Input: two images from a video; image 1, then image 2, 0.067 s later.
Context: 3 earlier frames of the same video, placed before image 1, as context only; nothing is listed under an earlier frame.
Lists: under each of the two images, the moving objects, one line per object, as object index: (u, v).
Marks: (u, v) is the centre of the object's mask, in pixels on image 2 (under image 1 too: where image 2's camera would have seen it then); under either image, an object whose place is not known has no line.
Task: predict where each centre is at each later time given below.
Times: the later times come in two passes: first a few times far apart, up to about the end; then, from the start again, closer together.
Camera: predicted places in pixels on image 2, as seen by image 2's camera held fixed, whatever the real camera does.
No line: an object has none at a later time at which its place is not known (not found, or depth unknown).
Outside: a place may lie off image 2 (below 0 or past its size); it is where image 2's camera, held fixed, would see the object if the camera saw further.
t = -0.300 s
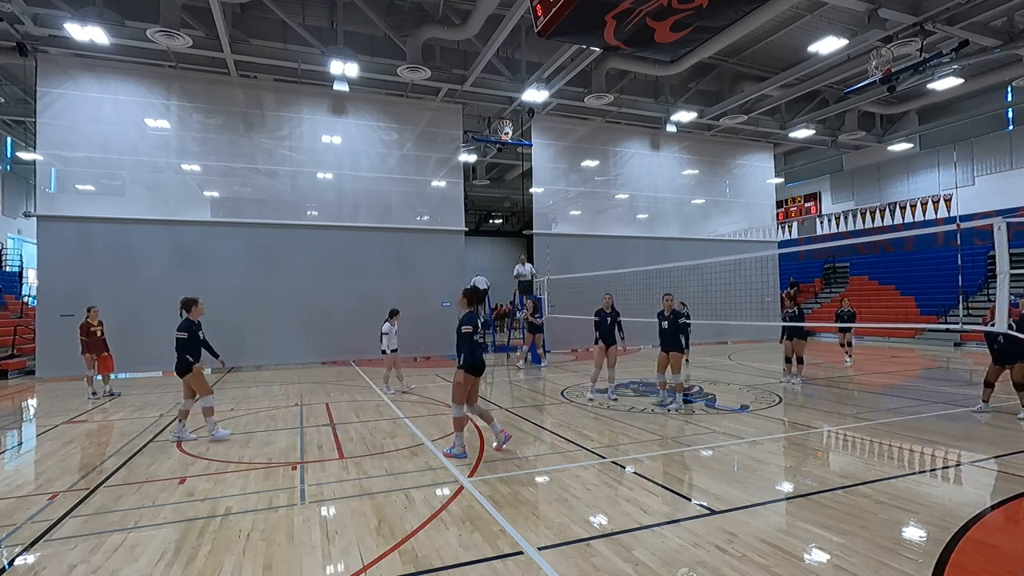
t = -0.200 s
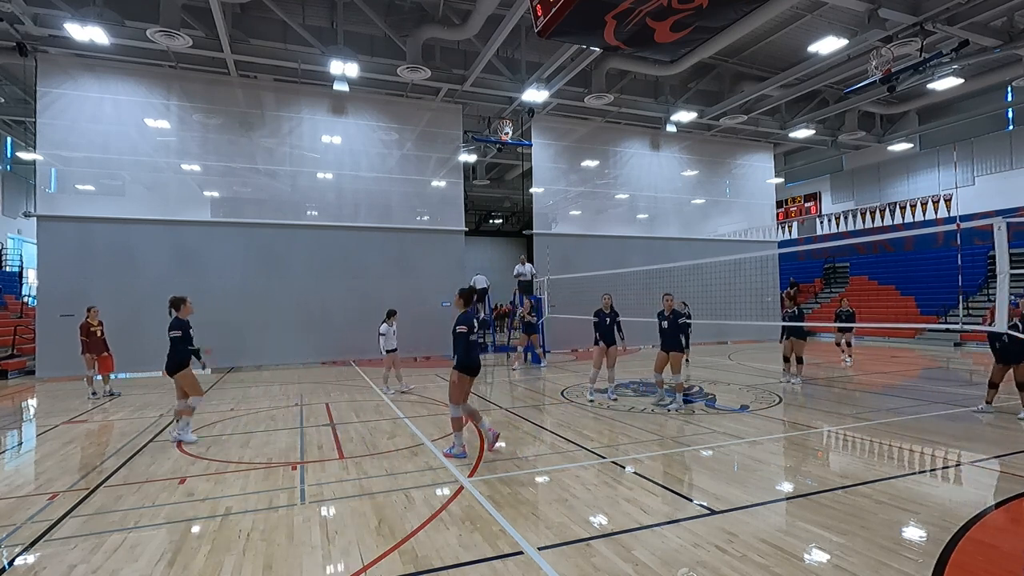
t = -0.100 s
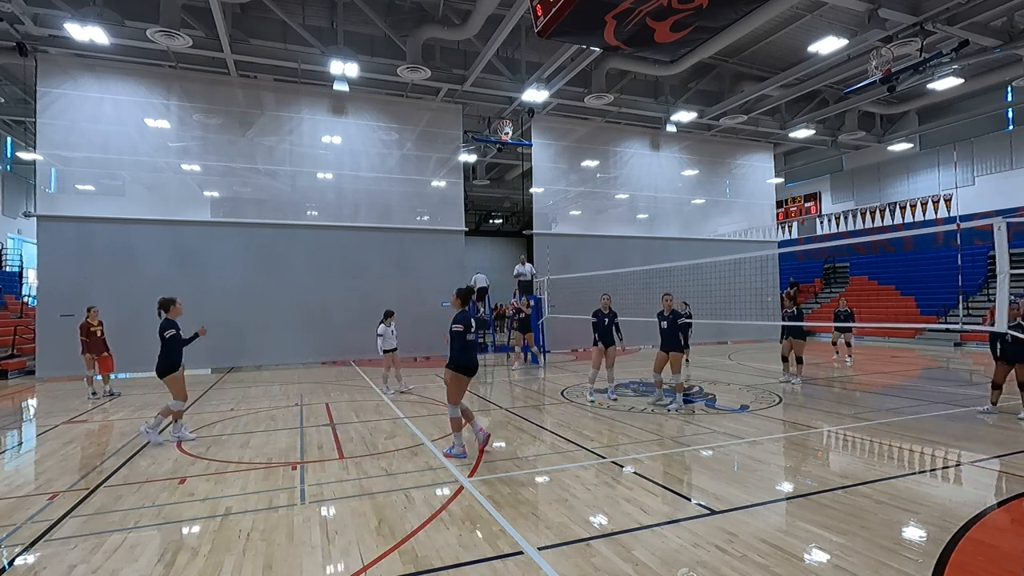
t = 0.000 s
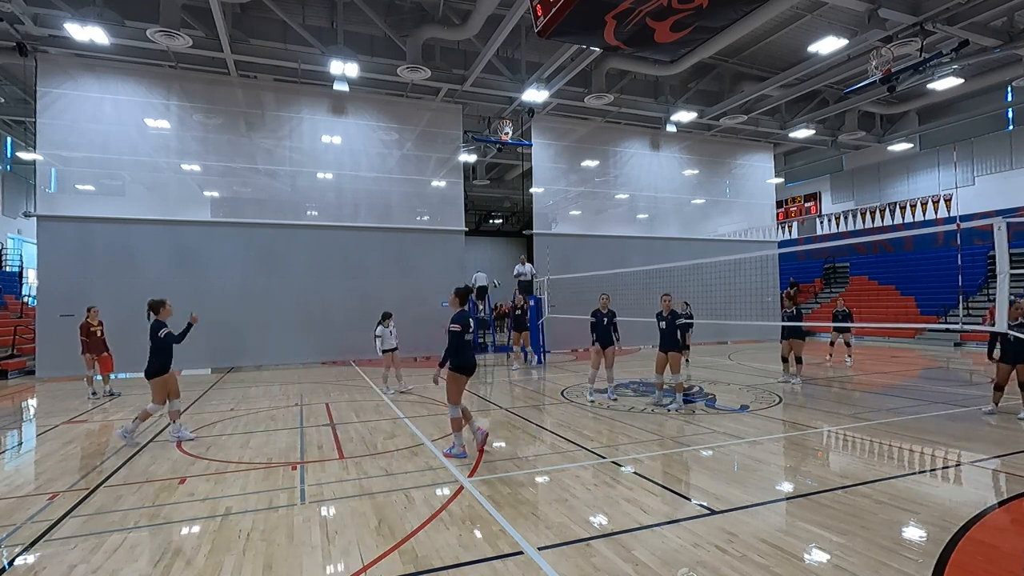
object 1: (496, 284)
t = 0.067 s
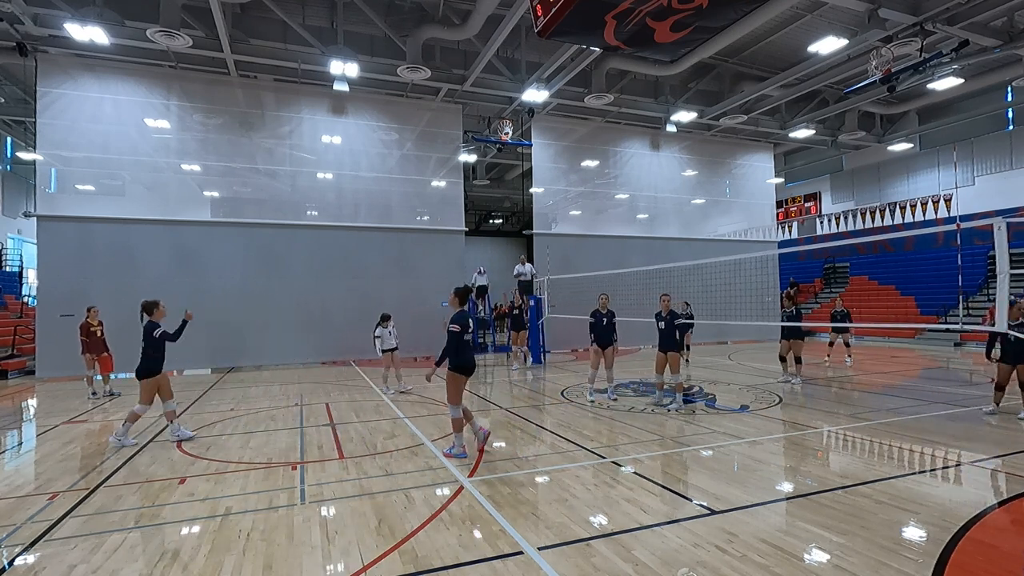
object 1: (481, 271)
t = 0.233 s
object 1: (440, 248)
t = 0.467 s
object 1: (372, 234)
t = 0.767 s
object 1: (259, 259)
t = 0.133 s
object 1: (465, 261)
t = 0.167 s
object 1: (457, 256)
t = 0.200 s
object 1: (449, 252)
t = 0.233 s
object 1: (440, 248)
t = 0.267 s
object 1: (431, 245)
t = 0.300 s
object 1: (422, 242)
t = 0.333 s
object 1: (412, 239)
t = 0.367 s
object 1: (402, 238)
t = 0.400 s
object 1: (392, 236)
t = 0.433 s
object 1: (382, 235)
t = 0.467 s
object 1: (372, 234)
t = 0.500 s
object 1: (361, 235)
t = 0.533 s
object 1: (349, 235)
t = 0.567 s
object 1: (337, 236)
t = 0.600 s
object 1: (326, 237)
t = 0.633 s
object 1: (313, 240)
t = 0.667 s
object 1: (300, 243)
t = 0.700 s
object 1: (287, 247)
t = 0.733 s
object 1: (273, 253)
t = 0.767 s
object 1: (259, 259)
